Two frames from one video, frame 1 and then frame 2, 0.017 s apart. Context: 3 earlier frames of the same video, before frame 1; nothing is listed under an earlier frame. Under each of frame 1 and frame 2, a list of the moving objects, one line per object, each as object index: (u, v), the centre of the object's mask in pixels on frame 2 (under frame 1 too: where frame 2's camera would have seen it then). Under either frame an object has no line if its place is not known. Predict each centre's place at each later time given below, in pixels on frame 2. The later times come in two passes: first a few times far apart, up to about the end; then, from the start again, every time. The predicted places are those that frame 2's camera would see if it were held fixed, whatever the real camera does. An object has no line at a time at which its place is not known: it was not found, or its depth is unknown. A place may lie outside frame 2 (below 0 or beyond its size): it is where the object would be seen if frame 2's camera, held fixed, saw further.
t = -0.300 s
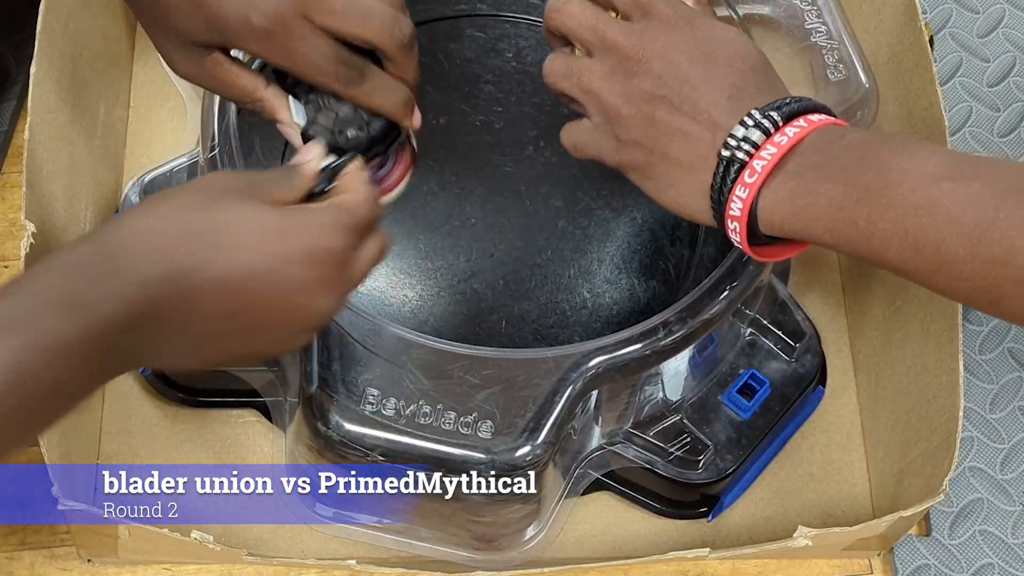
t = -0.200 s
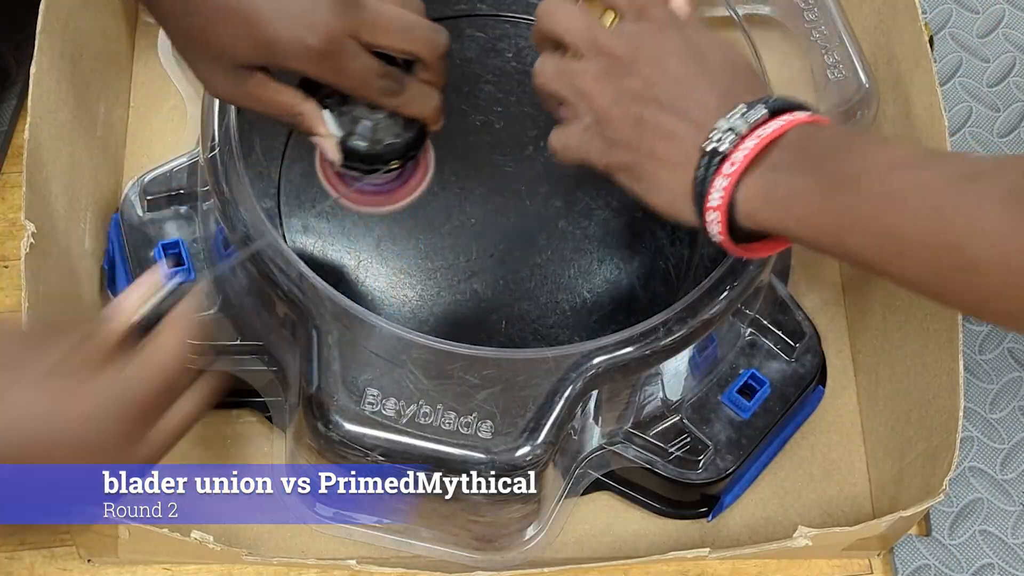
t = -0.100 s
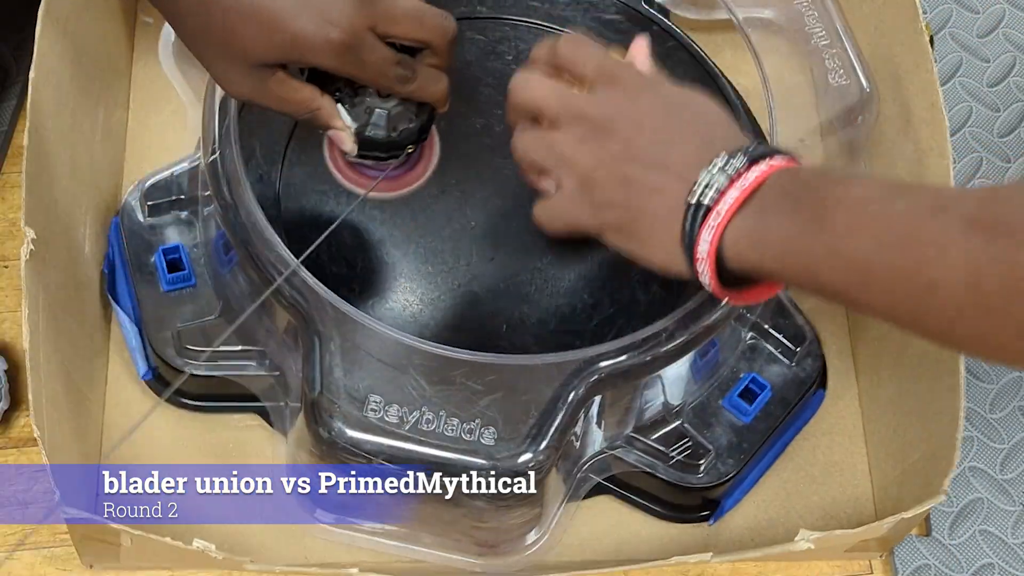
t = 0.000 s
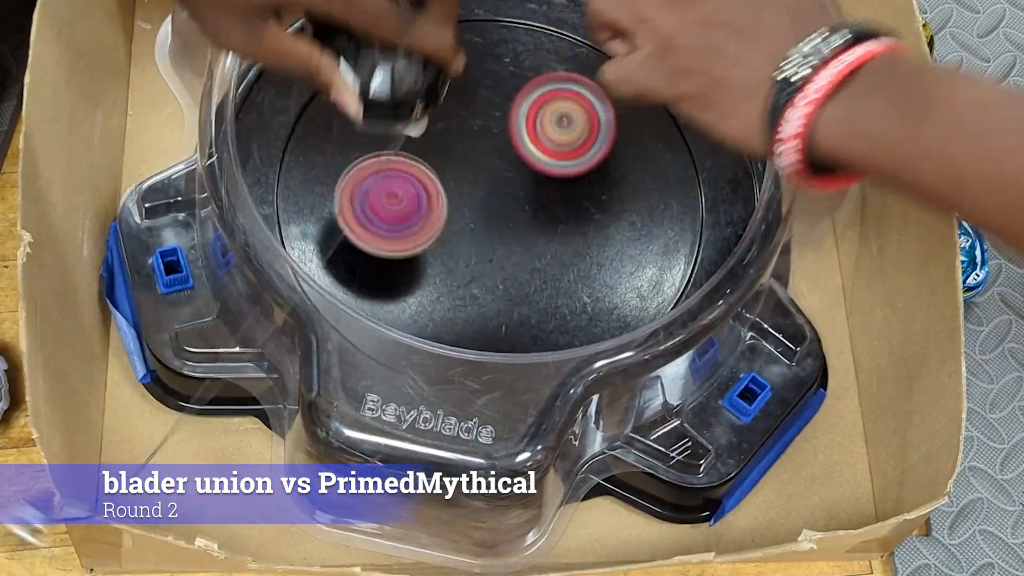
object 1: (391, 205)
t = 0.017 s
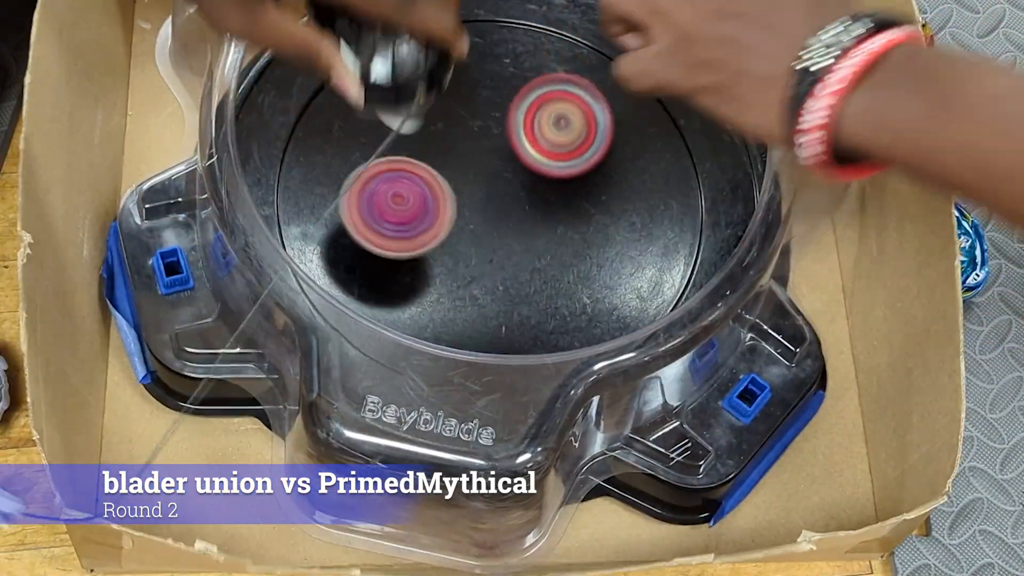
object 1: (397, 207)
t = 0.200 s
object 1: (457, 215)
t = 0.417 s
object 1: (493, 229)
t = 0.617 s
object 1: (696, 272)
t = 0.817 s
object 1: (579, 140)
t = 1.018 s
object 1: (389, 62)
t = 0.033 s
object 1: (405, 210)
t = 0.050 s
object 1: (411, 214)
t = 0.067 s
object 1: (419, 217)
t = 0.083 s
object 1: (426, 219)
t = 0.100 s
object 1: (432, 220)
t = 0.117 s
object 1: (438, 219)
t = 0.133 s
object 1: (444, 219)
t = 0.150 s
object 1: (448, 218)
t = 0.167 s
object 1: (452, 217)
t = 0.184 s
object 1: (454, 216)
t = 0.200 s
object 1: (457, 215)
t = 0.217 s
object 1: (458, 213)
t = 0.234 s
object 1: (460, 211)
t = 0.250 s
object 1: (461, 210)
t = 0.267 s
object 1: (462, 209)
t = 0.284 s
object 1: (464, 208)
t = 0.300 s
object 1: (465, 208)
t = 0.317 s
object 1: (466, 208)
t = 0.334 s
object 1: (466, 208)
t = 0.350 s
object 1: (467, 208)
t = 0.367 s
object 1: (468, 208)
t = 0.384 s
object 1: (471, 210)
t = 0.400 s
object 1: (481, 219)
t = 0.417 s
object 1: (493, 229)
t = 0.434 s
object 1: (503, 239)
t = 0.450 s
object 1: (512, 246)
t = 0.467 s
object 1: (519, 254)
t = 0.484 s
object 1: (525, 260)
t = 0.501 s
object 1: (529, 265)
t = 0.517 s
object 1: (532, 270)
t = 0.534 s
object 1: (545, 278)
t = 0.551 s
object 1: (591, 289)
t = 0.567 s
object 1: (624, 292)
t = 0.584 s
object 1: (676, 295)
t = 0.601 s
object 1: (697, 288)
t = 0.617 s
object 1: (696, 272)
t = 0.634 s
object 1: (692, 255)
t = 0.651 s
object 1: (686, 242)
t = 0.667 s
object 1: (680, 232)
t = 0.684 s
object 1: (672, 223)
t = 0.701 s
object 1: (662, 217)
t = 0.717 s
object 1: (652, 214)
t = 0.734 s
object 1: (642, 206)
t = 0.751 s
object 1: (630, 191)
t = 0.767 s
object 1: (619, 179)
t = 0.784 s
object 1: (607, 165)
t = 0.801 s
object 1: (593, 151)
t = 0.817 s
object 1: (579, 140)
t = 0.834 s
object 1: (565, 127)
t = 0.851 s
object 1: (550, 114)
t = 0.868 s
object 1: (534, 104)
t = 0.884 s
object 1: (518, 94)
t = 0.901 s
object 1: (501, 85)
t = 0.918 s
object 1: (484, 78)
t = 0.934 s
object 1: (468, 72)
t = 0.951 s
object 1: (452, 68)
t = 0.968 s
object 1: (436, 64)
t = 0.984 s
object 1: (419, 62)
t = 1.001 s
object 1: (404, 61)
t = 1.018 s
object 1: (389, 62)
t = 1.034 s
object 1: (376, 63)
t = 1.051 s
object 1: (365, 66)
